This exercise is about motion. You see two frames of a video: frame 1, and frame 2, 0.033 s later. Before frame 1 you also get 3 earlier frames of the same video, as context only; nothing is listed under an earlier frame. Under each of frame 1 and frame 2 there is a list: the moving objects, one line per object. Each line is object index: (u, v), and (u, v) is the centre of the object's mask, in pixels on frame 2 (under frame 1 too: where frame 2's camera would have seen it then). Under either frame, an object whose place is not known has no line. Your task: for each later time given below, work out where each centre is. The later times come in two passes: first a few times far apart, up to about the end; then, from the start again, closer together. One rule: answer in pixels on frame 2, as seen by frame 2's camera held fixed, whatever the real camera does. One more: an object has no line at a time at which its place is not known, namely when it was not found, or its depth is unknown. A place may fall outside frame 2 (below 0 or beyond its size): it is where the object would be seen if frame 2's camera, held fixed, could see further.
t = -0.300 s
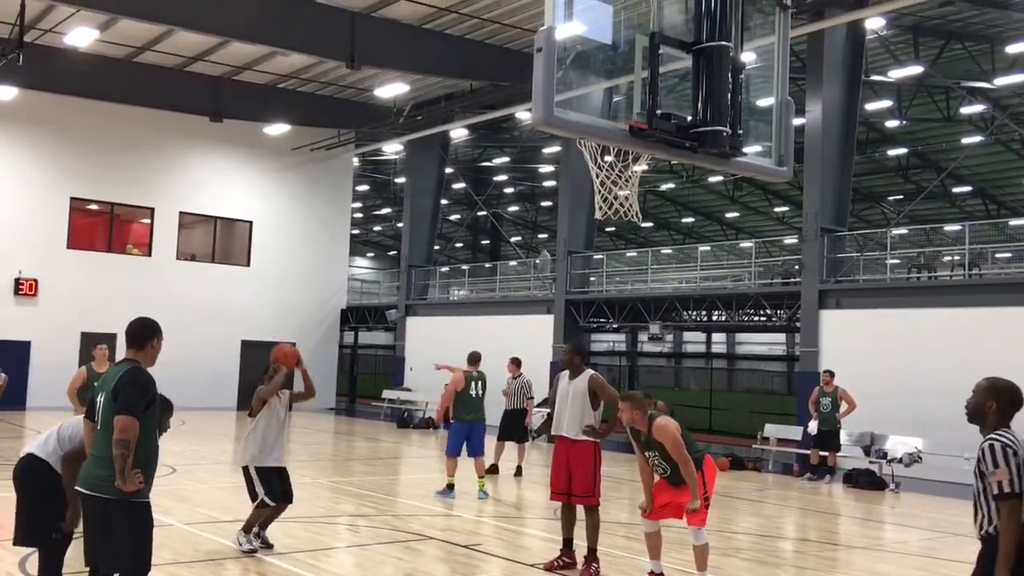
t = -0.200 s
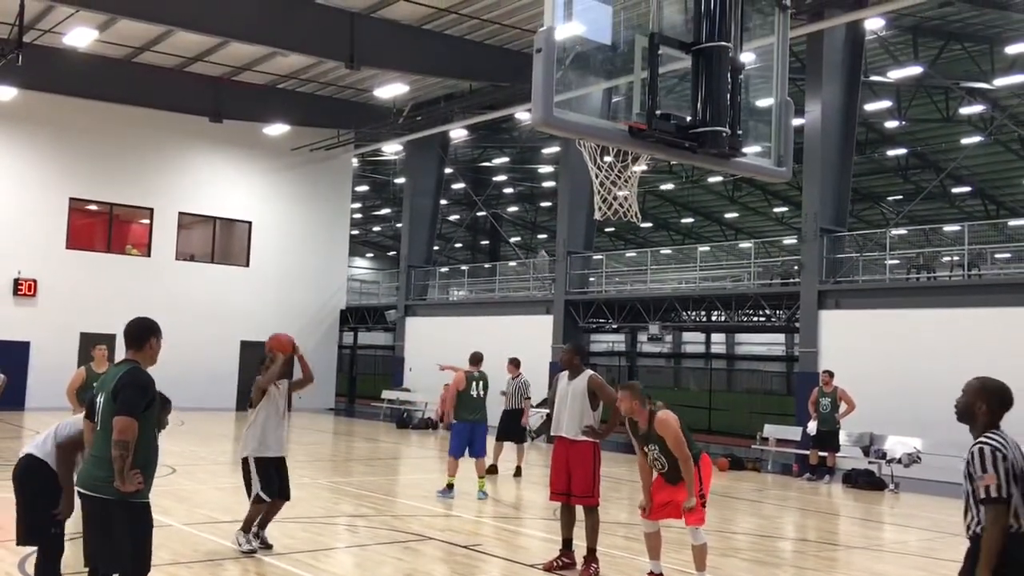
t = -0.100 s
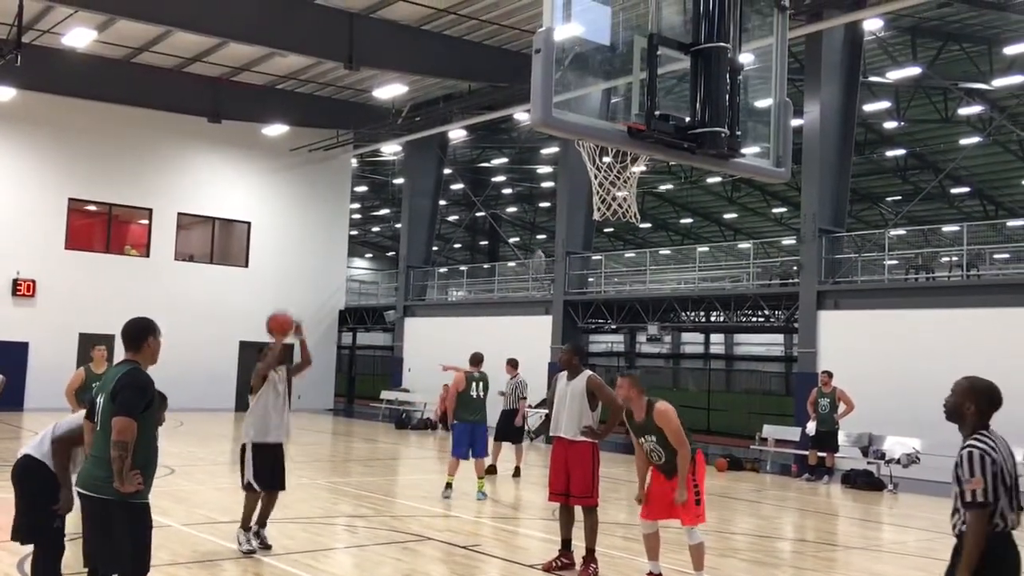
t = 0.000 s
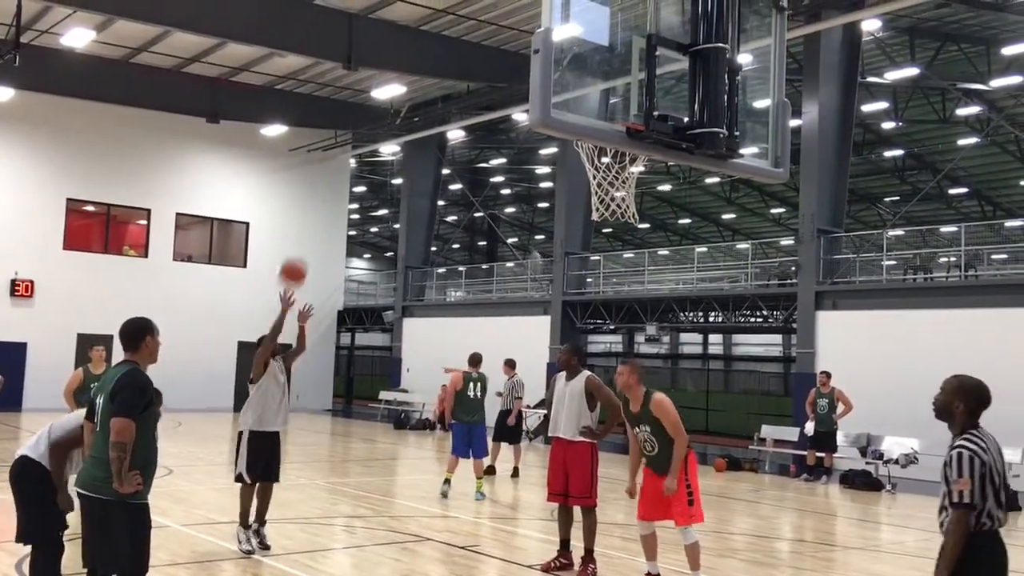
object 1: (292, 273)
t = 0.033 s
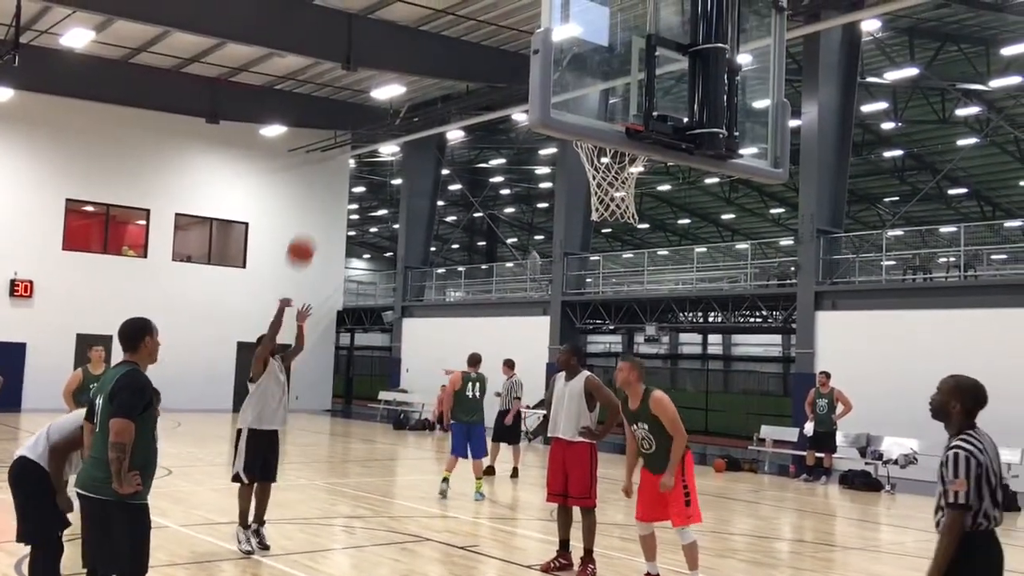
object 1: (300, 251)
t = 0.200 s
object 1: (341, 158)
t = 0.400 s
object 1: (395, 71)
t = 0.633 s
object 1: (462, 29)
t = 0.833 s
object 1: (523, 45)
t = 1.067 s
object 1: (620, 161)
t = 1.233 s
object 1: (663, 213)
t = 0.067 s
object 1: (308, 231)
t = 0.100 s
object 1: (316, 212)
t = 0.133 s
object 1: (325, 192)
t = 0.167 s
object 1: (333, 175)
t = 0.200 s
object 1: (341, 158)
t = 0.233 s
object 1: (349, 139)
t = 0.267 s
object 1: (359, 125)
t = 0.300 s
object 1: (366, 113)
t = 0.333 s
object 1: (375, 101)
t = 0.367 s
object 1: (386, 84)
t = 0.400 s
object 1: (395, 71)
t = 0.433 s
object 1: (404, 62)
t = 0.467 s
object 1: (412, 55)
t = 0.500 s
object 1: (422, 47)
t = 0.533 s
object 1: (432, 41)
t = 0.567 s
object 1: (442, 35)
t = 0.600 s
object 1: (453, 31)
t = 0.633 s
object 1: (462, 29)
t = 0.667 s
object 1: (473, 27)
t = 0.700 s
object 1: (483, 27)
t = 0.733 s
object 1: (495, 29)
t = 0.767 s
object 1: (504, 33)
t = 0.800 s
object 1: (515, 39)
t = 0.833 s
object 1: (523, 45)
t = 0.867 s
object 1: (525, 53)
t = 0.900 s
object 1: (561, 69)
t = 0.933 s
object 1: (568, 81)
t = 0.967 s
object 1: (579, 94)
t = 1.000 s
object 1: (593, 107)
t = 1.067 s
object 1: (620, 161)
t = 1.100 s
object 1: (635, 175)
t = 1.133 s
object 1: (641, 182)
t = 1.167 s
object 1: (648, 190)
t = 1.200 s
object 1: (654, 200)
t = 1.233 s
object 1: (663, 213)
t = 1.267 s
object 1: (671, 225)
